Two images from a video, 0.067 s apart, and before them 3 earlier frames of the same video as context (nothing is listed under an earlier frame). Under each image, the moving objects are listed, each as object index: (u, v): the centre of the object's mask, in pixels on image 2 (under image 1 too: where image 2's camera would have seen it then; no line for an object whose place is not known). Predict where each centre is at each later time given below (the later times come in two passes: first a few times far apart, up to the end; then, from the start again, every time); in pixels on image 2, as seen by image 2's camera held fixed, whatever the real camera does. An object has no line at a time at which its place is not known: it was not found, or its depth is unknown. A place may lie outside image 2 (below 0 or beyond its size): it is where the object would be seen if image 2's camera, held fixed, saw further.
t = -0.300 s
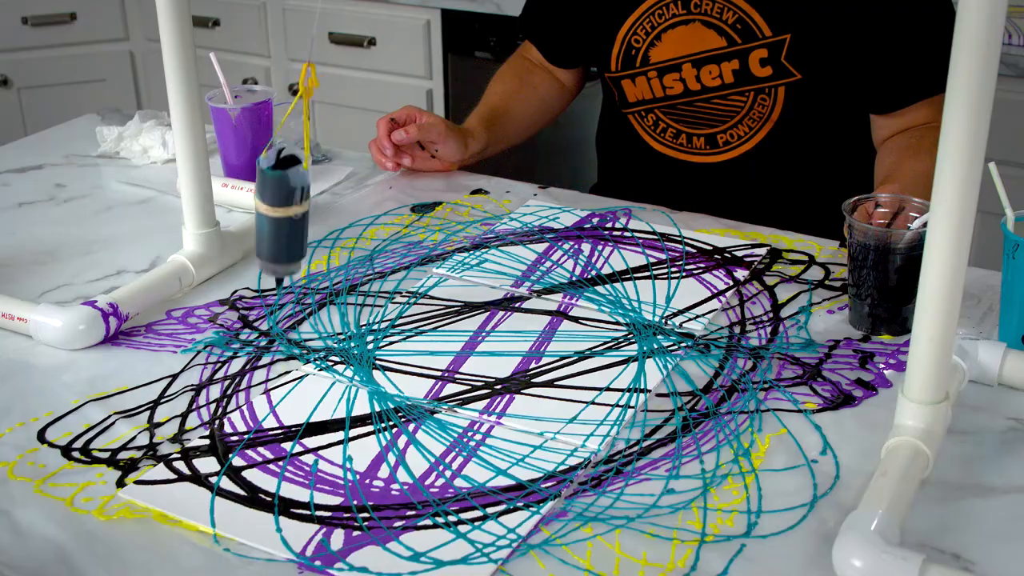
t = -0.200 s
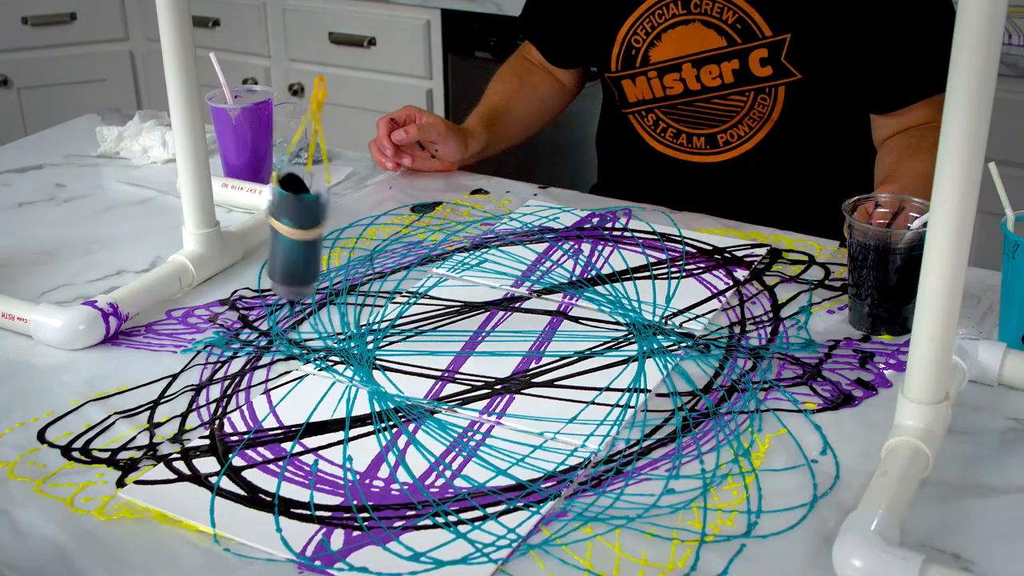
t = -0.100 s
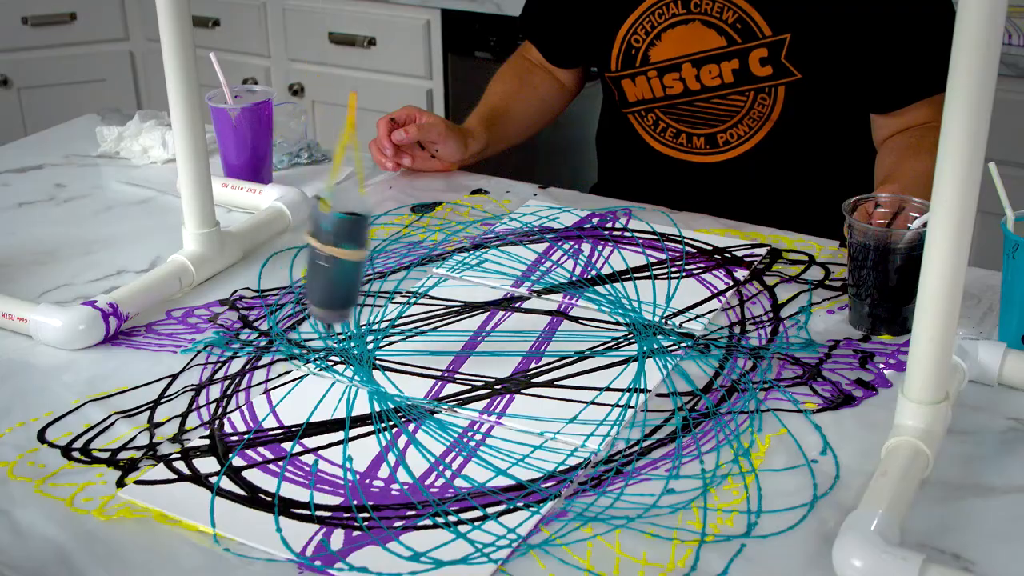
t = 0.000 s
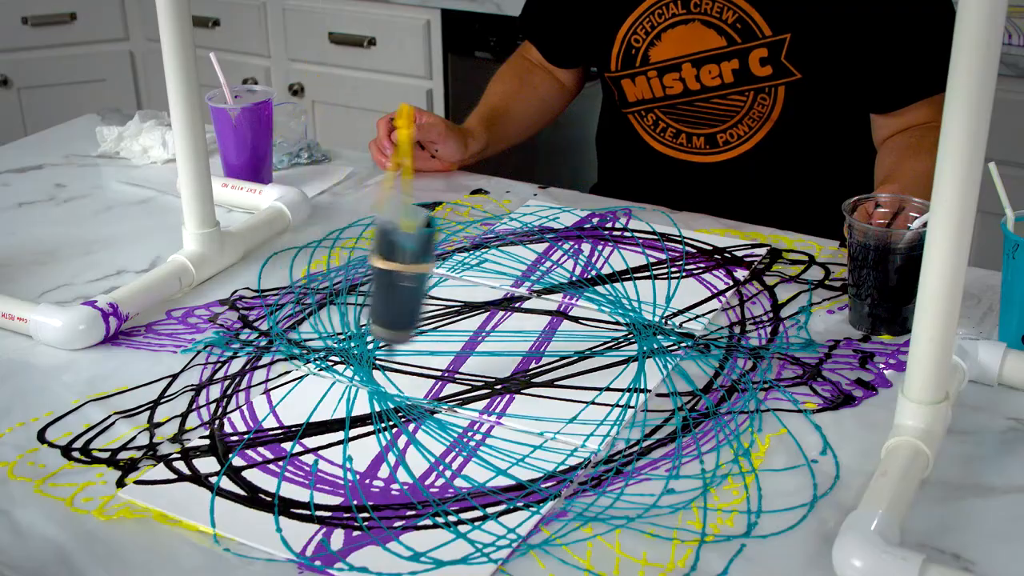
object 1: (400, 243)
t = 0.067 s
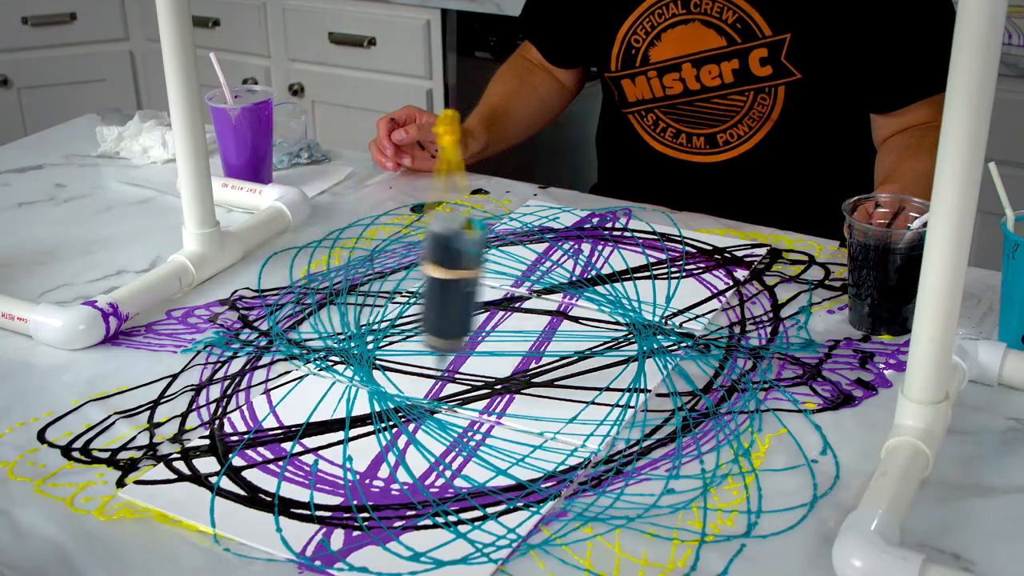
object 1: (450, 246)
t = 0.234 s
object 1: (581, 246)
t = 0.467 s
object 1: (707, 218)
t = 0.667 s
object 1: (713, 188)
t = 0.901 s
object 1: (611, 162)
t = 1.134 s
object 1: (460, 163)
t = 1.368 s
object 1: (325, 175)
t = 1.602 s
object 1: (287, 198)
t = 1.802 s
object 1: (357, 237)
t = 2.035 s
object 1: (529, 247)
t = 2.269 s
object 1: (681, 224)
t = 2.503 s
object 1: (715, 188)
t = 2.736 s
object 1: (629, 171)
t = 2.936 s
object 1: (504, 165)
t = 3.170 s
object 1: (356, 181)
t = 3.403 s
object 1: (284, 201)
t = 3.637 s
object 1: (340, 237)
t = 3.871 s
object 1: (504, 247)
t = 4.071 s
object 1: (644, 231)
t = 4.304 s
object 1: (712, 191)
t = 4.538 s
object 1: (660, 172)
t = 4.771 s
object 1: (525, 167)
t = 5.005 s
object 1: (375, 183)
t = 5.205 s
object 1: (294, 200)
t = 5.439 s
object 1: (311, 232)
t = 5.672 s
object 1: (452, 230)
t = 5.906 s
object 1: (622, 225)
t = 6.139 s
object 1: (707, 196)
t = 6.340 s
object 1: (681, 173)
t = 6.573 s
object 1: (563, 166)
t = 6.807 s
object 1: (417, 186)
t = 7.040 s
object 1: (308, 197)
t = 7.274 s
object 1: (305, 226)
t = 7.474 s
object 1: (404, 246)
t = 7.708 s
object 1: (572, 235)
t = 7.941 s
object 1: (688, 204)
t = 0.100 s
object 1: (477, 252)
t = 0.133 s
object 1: (502, 252)
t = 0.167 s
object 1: (529, 252)
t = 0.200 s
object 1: (556, 251)
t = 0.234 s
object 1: (581, 246)
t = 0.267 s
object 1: (605, 244)
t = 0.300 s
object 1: (625, 223)
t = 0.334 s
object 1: (649, 241)
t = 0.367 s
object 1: (668, 236)
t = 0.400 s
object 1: (684, 231)
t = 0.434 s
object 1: (698, 225)
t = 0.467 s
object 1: (707, 218)
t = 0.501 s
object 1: (715, 212)
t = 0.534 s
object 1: (720, 207)
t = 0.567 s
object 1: (722, 202)
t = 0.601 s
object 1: (721, 197)
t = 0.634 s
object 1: (718, 193)
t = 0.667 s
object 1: (713, 188)
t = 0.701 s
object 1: (705, 186)
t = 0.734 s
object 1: (694, 184)
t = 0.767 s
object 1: (682, 182)
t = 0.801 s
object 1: (666, 177)
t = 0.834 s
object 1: (650, 176)
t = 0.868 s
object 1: (631, 174)
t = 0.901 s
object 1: (611, 162)
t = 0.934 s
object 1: (592, 168)
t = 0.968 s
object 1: (570, 166)
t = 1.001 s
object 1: (549, 165)
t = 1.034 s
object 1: (527, 163)
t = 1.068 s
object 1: (504, 163)
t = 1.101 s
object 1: (482, 162)
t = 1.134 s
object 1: (460, 163)
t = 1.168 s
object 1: (436, 165)
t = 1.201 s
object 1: (415, 168)
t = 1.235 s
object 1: (394, 170)
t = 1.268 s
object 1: (374, 173)
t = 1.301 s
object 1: (356, 174)
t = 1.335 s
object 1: (340, 175)
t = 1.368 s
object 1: (325, 175)
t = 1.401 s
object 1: (313, 174)
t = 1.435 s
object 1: (302, 176)
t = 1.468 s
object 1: (294, 184)
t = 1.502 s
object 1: (288, 184)
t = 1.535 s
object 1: (285, 189)
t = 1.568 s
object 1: (285, 192)
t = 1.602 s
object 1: (287, 198)
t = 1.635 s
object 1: (292, 205)
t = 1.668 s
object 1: (300, 214)
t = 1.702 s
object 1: (311, 222)
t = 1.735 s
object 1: (324, 228)
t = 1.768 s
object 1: (339, 235)
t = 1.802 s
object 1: (357, 237)
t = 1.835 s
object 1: (379, 240)
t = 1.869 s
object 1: (402, 240)
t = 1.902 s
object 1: (426, 246)
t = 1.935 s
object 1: (451, 249)
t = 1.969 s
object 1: (477, 250)
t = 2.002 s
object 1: (504, 250)
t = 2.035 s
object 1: (529, 247)
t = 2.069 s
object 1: (557, 245)
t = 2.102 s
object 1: (580, 243)
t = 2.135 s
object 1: (604, 243)
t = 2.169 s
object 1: (624, 222)
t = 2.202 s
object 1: (646, 235)
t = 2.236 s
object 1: (665, 232)
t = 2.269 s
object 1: (681, 224)
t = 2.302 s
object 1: (693, 217)
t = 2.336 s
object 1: (703, 211)
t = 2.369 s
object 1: (710, 206)
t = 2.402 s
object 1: (715, 201)
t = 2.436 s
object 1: (717, 196)
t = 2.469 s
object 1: (717, 191)
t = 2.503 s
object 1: (715, 188)
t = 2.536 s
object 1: (709, 184)
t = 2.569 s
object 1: (702, 183)
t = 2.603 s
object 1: (691, 181)
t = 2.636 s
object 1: (679, 179)
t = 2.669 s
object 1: (664, 175)
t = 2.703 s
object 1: (647, 172)
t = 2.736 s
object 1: (629, 171)
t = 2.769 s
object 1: (610, 168)
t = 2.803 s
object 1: (590, 167)
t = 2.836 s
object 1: (569, 157)
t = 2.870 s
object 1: (547, 157)
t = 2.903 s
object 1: (526, 165)
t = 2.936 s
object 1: (504, 165)
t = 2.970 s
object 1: (481, 158)
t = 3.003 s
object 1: (459, 167)
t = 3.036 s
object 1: (436, 170)
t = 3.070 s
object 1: (414, 174)
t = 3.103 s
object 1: (394, 176)
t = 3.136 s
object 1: (373, 180)
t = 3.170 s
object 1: (356, 181)
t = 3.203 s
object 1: (340, 182)
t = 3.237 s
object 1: (325, 182)
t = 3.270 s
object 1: (312, 183)
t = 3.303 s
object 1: (301, 184)
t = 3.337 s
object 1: (293, 188)
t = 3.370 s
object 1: (287, 191)
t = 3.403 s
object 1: (284, 201)
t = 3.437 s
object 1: (284, 199)
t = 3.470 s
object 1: (287, 203)
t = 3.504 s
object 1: (292, 210)
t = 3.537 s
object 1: (300, 217)
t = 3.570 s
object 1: (311, 224)
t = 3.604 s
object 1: (324, 232)
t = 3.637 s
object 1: (340, 237)
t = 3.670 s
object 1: (359, 242)
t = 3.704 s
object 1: (380, 243)
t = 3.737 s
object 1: (403, 243)
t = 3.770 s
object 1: (427, 244)
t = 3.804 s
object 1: (452, 244)
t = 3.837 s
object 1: (478, 248)
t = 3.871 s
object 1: (504, 247)
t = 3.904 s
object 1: (530, 247)
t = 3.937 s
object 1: (555, 242)
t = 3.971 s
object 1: (579, 238)
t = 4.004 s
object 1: (602, 236)
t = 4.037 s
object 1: (623, 232)
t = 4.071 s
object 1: (644, 231)
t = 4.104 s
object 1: (661, 227)
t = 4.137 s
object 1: (677, 222)
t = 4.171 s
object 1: (690, 216)
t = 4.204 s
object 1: (700, 210)
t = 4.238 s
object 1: (706, 203)
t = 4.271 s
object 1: (710, 196)
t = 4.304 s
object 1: (712, 191)
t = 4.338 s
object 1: (711, 187)
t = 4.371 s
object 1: (708, 183)
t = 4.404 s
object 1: (702, 179)
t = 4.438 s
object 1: (695, 175)
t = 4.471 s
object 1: (685, 173)
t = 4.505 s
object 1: (673, 173)
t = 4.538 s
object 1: (660, 172)
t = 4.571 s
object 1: (644, 172)
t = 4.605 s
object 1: (627, 171)
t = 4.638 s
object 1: (608, 169)
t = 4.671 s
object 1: (588, 161)
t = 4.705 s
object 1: (567, 159)
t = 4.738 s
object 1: (547, 169)
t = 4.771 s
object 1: (525, 167)
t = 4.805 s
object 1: (503, 168)
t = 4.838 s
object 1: (481, 169)
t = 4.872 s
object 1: (460, 171)
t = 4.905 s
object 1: (438, 173)
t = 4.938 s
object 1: (415, 181)
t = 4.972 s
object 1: (394, 185)
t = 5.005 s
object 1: (375, 183)
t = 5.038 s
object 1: (357, 185)
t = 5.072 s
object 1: (342, 186)
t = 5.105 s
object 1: (326, 191)
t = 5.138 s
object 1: (313, 196)
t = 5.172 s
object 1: (302, 197)
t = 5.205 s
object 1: (294, 200)
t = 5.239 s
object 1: (289, 202)
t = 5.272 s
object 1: (286, 203)
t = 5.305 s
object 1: (286, 206)
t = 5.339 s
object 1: (288, 210)
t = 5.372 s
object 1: (292, 214)
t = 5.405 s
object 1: (300, 226)
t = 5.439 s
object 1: (311, 232)
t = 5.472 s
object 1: (325, 235)
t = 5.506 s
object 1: (341, 233)
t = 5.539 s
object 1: (360, 238)
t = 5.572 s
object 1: (381, 241)
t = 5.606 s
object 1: (403, 245)
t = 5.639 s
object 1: (427, 249)
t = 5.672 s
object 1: (452, 230)
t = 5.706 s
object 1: (478, 248)
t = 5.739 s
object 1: (503, 248)
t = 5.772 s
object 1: (529, 245)
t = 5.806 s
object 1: (554, 242)
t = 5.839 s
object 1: (578, 236)
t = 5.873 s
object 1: (600, 231)
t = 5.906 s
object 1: (622, 225)
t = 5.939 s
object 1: (641, 222)
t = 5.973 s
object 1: (659, 222)
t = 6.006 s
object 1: (673, 215)
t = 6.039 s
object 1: (685, 206)
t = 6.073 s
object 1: (695, 201)
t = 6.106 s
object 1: (702, 198)
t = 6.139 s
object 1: (707, 196)
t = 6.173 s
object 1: (709, 192)
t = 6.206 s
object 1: (708, 189)
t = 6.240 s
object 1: (705, 185)
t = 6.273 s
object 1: (699, 181)
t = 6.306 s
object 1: (691, 177)
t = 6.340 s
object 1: (681, 173)
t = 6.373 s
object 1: (668, 169)
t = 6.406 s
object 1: (654, 167)
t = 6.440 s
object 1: (638, 166)
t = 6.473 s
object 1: (621, 165)
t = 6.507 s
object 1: (602, 165)
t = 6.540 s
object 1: (584, 166)
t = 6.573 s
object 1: (563, 166)
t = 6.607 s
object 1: (543, 168)
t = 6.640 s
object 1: (523, 170)
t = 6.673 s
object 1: (501, 172)
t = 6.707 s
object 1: (480, 173)
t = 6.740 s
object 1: (459, 177)
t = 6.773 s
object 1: (438, 181)
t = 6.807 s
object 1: (417, 186)
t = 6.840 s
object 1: (395, 206)
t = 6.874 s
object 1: (378, 190)
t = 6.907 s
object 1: (360, 190)
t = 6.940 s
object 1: (345, 191)
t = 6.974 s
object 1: (331, 193)
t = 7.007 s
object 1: (318, 194)
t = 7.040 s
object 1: (308, 197)
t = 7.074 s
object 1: (301, 200)
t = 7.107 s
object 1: (295, 205)
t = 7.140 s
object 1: (292, 207)
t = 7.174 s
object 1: (291, 211)
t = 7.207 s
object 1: (293, 215)
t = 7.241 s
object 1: (298, 220)
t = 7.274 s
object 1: (305, 226)
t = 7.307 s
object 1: (315, 232)
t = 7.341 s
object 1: (328, 242)
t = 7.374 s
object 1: (343, 242)
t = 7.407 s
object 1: (362, 246)
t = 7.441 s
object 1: (382, 247)
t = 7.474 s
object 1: (404, 246)
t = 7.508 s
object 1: (427, 247)
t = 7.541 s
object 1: (450, 245)
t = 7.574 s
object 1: (475, 244)
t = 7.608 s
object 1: (501, 244)
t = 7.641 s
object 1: (525, 243)
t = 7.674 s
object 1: (549, 239)
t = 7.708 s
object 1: (572, 235)
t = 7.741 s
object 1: (594, 230)
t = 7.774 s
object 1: (614, 223)
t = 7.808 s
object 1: (633, 220)
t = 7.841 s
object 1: (650, 215)
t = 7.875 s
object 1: (665, 212)
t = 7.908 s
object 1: (678, 208)
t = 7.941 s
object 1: (688, 204)
